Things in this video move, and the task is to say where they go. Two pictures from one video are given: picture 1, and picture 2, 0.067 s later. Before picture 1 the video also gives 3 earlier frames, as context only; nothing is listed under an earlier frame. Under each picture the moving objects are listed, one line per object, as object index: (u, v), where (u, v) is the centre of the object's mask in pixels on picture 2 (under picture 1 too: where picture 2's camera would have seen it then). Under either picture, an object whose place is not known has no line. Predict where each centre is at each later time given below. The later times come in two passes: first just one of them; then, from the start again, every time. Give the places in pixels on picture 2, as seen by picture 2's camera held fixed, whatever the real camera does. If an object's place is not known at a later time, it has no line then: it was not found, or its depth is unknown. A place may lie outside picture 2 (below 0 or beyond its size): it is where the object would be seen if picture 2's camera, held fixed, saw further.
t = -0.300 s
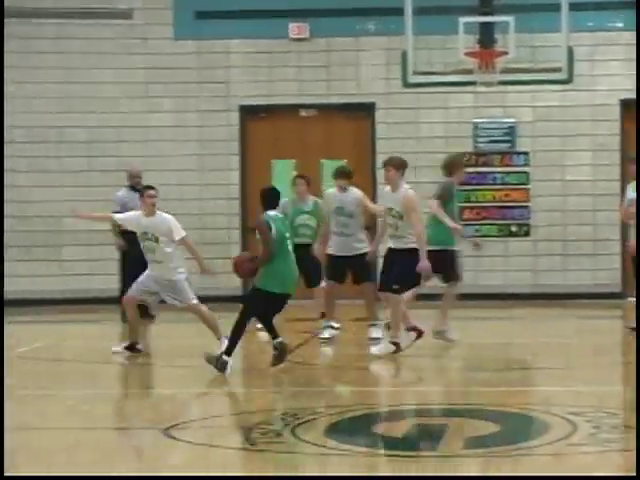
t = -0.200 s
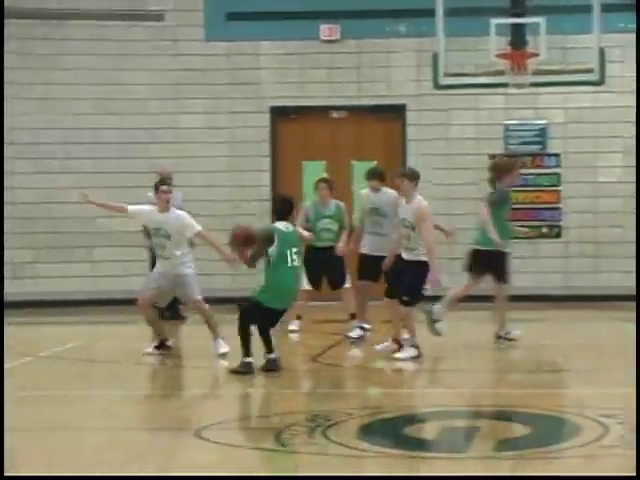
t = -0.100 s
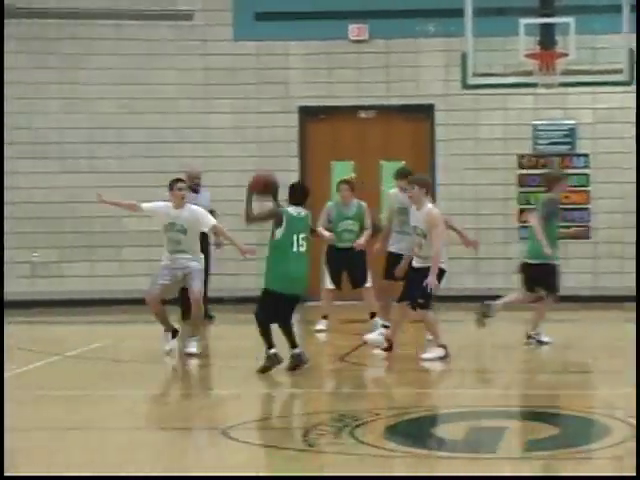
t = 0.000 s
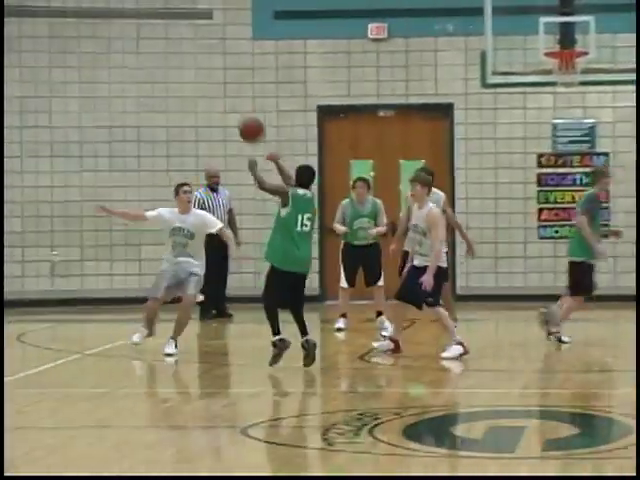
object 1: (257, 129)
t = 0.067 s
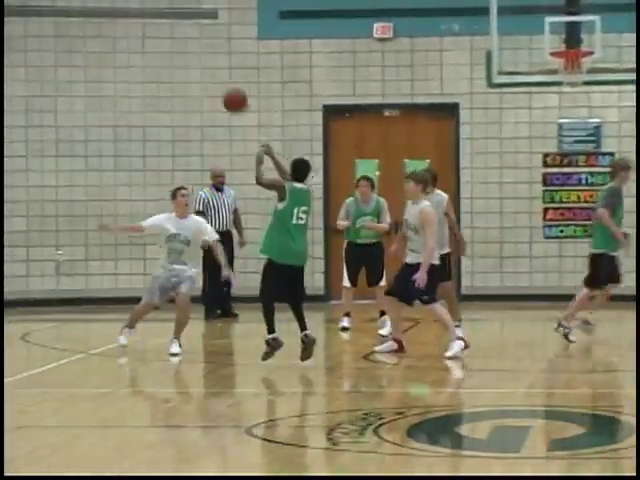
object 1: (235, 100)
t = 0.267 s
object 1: (175, 48)
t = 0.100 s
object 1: (224, 88)
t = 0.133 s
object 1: (215, 76)
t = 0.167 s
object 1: (204, 69)
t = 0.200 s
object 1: (194, 61)
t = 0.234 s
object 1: (185, 54)
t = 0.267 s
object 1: (175, 48)
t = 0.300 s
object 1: (166, 44)
